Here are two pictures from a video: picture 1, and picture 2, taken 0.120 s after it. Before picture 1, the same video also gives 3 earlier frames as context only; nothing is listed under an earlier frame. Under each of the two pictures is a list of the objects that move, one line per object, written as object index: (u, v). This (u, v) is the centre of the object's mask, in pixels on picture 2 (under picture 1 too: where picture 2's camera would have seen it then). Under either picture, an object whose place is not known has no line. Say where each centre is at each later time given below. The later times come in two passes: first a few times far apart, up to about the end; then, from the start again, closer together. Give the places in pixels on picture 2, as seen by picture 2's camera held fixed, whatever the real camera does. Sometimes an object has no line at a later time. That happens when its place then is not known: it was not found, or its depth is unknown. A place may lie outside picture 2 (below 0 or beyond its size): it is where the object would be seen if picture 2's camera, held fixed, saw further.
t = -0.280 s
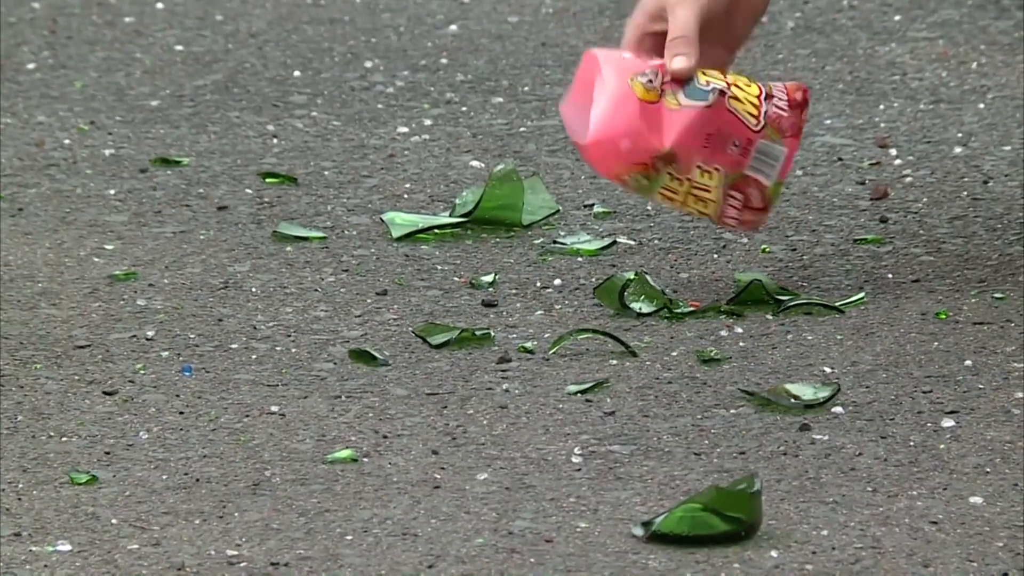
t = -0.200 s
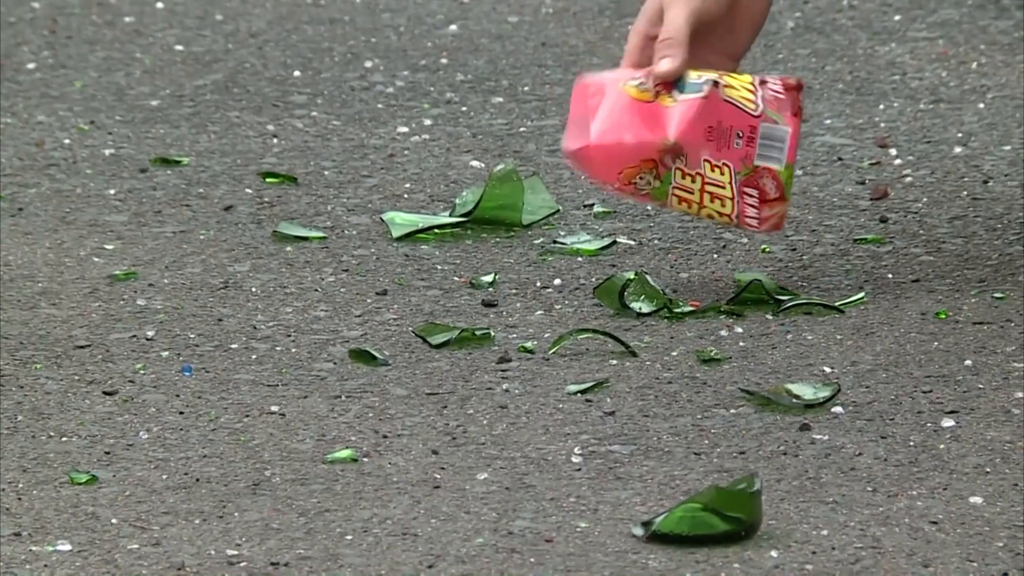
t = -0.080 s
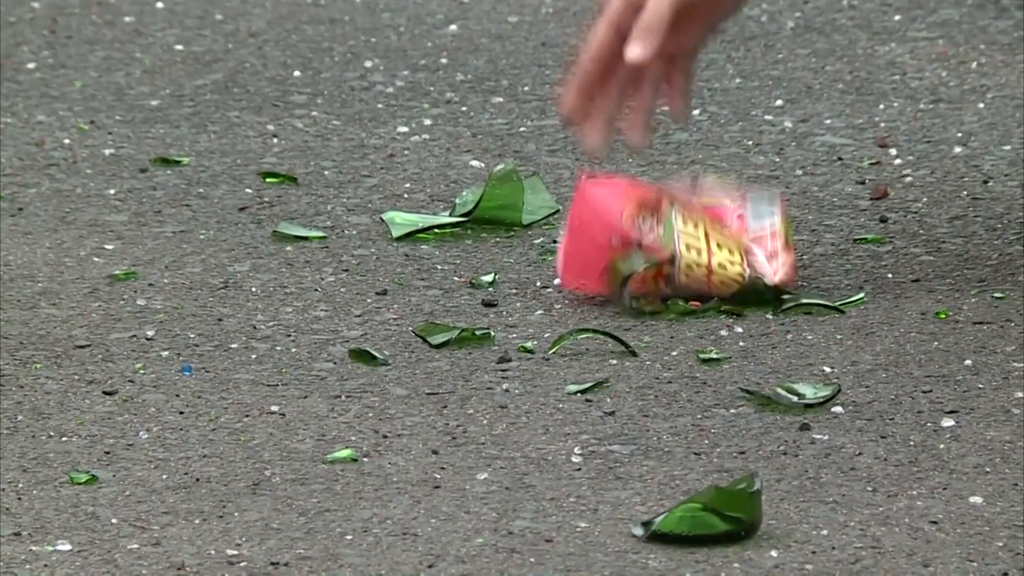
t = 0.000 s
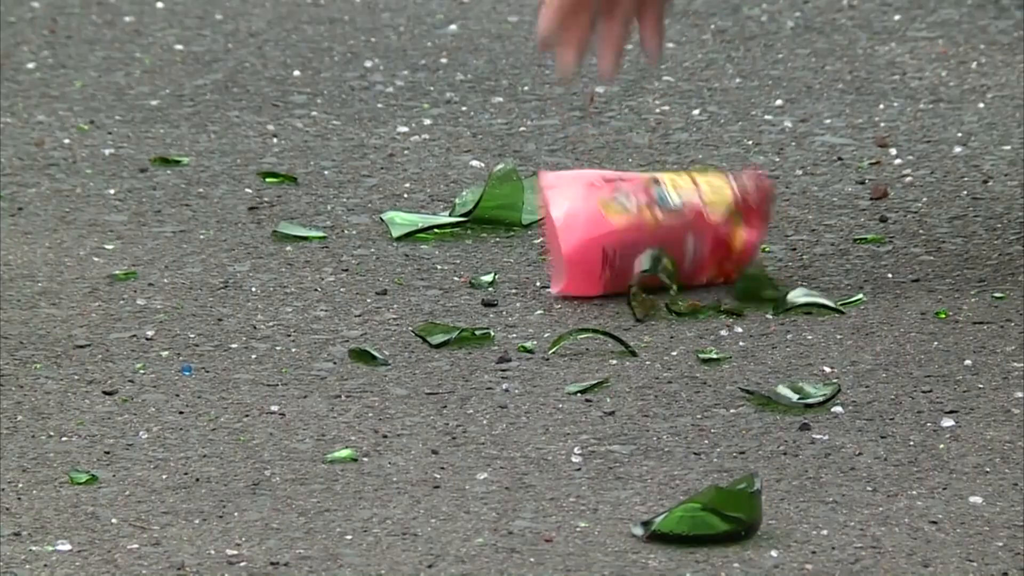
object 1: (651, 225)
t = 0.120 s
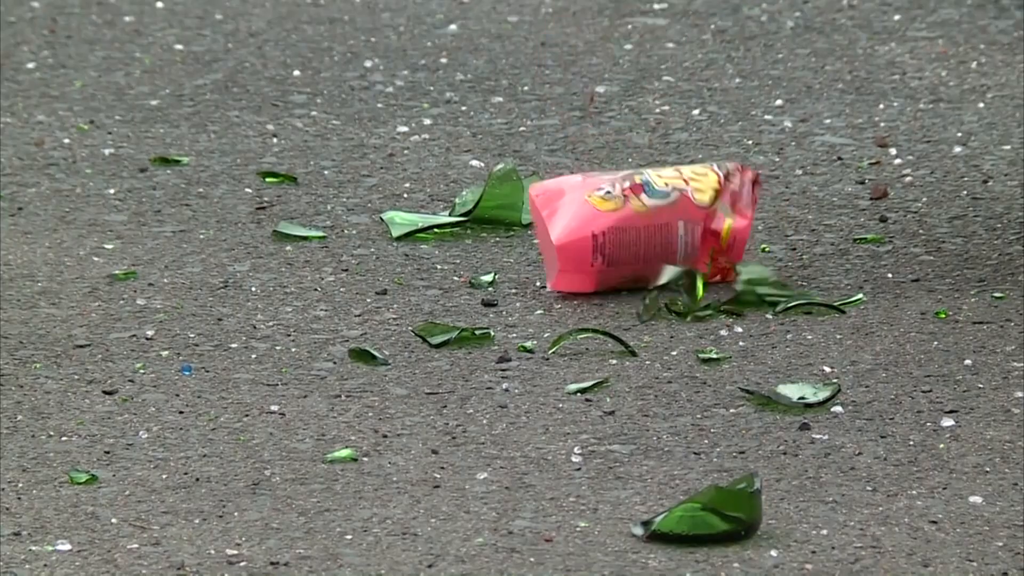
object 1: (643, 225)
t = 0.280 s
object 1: (658, 238)
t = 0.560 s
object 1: (657, 243)
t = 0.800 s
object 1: (661, 245)
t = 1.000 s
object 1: (657, 244)
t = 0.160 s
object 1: (644, 231)
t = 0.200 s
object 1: (647, 232)
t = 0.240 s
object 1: (651, 233)
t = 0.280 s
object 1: (658, 238)
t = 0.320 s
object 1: (662, 241)
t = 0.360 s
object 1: (664, 244)
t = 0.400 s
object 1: (664, 244)
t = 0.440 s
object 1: (661, 244)
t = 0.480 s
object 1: (658, 244)
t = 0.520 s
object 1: (657, 244)
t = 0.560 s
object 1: (657, 243)
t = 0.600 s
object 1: (657, 243)
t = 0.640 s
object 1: (657, 243)
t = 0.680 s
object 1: (657, 243)
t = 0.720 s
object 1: (659, 244)
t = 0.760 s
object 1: (660, 244)
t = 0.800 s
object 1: (661, 245)
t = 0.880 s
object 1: (660, 244)
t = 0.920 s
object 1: (658, 244)
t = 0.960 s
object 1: (657, 244)
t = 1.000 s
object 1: (657, 244)
